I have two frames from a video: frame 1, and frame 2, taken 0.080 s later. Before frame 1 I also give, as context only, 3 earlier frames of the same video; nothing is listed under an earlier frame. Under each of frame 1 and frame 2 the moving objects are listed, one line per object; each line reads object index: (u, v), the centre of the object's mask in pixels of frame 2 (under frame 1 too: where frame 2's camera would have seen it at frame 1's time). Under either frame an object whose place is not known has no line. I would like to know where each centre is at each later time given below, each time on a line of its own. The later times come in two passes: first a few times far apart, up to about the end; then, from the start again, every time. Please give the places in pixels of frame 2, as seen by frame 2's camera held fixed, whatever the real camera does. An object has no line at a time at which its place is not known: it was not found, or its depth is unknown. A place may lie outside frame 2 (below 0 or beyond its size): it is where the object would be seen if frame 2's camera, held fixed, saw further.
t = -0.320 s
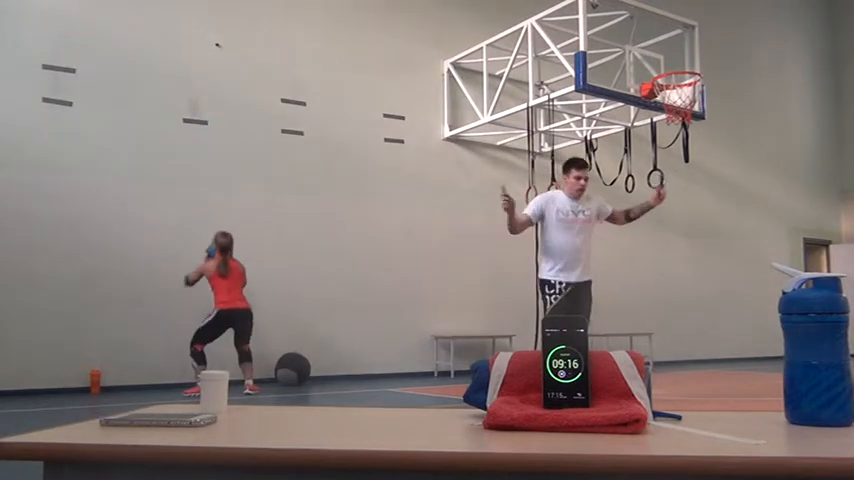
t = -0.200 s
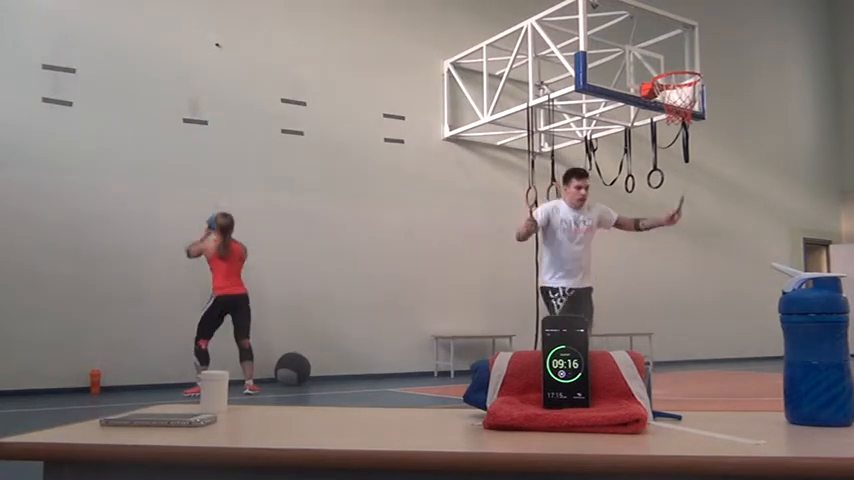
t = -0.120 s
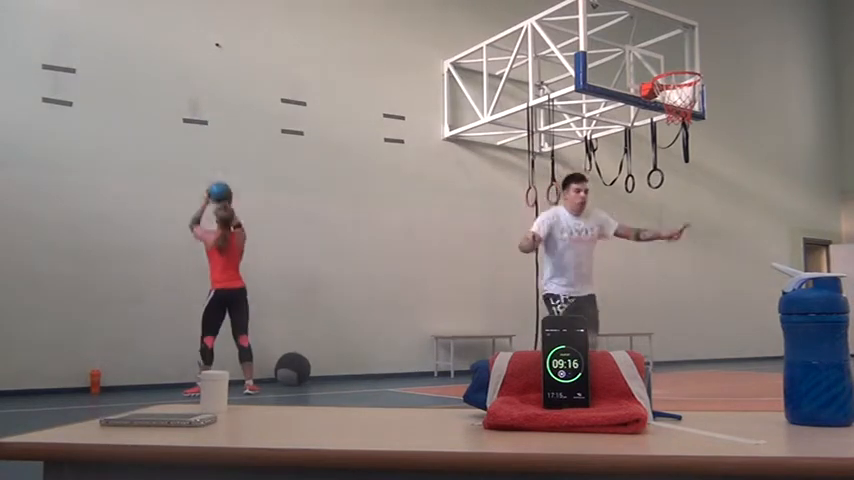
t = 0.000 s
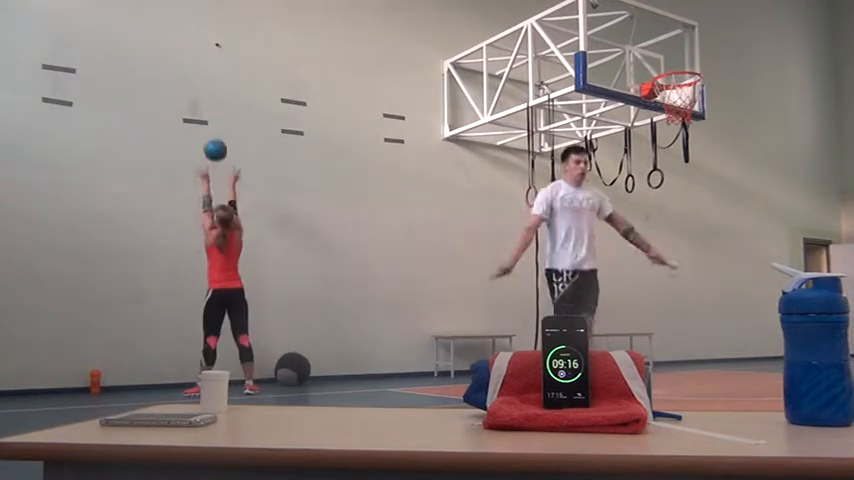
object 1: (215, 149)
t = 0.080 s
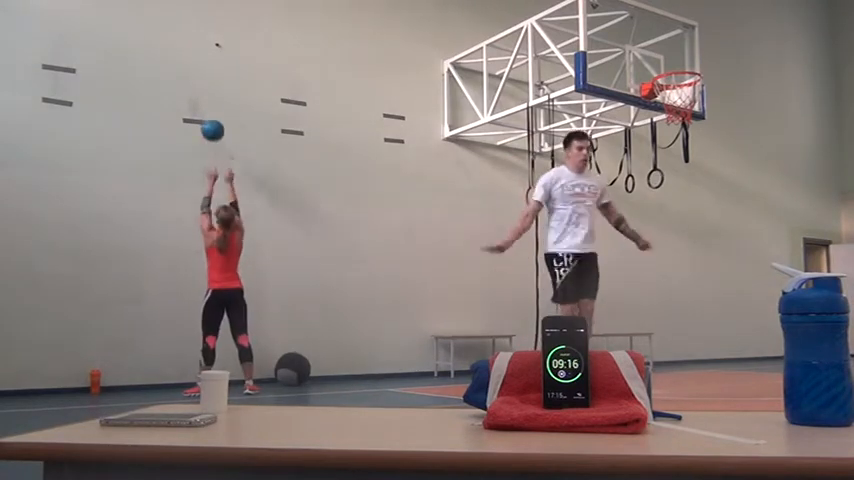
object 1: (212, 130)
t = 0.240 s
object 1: (207, 110)
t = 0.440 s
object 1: (208, 112)
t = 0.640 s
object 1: (214, 148)
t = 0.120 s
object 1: (211, 122)
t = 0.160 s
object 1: (210, 117)
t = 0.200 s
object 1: (208, 113)
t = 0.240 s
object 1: (207, 110)
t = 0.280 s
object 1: (205, 109)
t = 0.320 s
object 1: (204, 109)
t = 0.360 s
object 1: (205, 109)
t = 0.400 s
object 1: (206, 110)
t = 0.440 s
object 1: (208, 112)
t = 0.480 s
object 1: (210, 115)
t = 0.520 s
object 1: (211, 121)
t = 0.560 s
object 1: (212, 128)
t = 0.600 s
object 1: (213, 137)
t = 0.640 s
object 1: (214, 148)
